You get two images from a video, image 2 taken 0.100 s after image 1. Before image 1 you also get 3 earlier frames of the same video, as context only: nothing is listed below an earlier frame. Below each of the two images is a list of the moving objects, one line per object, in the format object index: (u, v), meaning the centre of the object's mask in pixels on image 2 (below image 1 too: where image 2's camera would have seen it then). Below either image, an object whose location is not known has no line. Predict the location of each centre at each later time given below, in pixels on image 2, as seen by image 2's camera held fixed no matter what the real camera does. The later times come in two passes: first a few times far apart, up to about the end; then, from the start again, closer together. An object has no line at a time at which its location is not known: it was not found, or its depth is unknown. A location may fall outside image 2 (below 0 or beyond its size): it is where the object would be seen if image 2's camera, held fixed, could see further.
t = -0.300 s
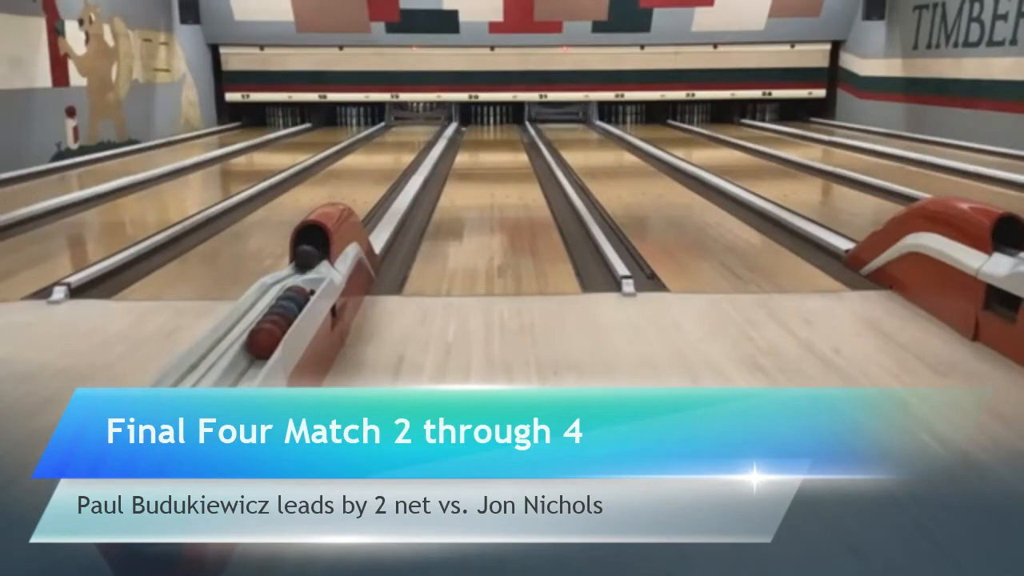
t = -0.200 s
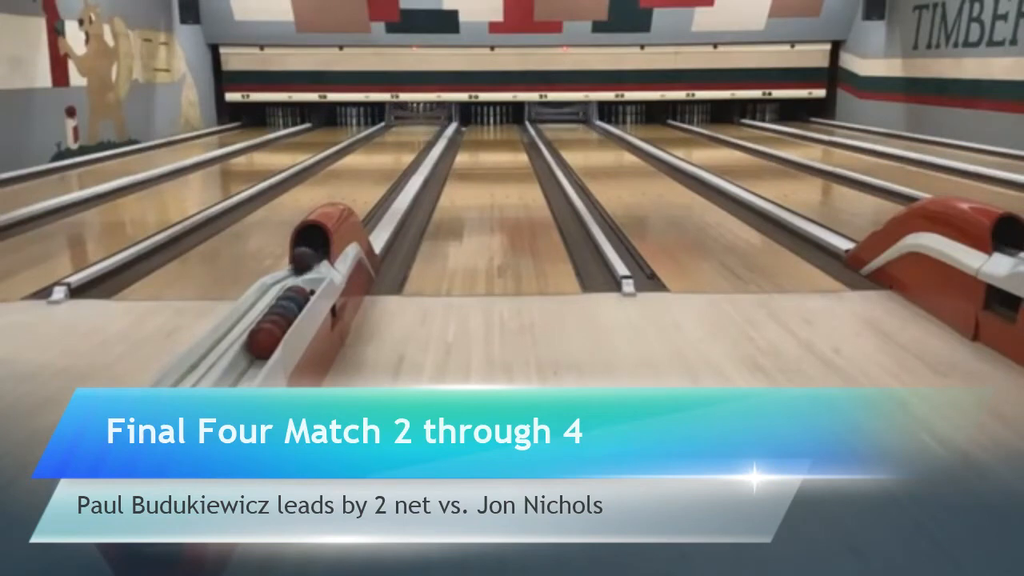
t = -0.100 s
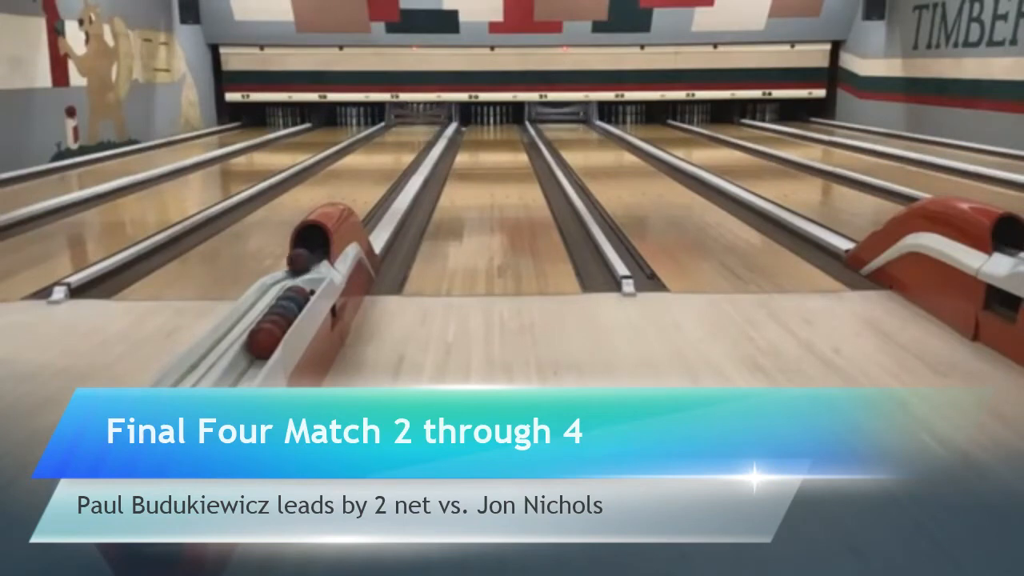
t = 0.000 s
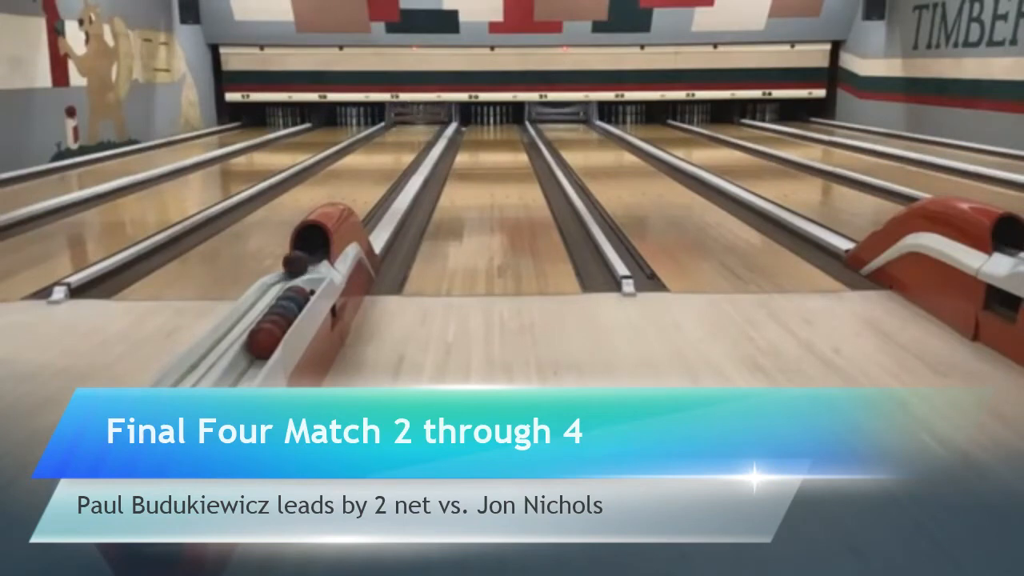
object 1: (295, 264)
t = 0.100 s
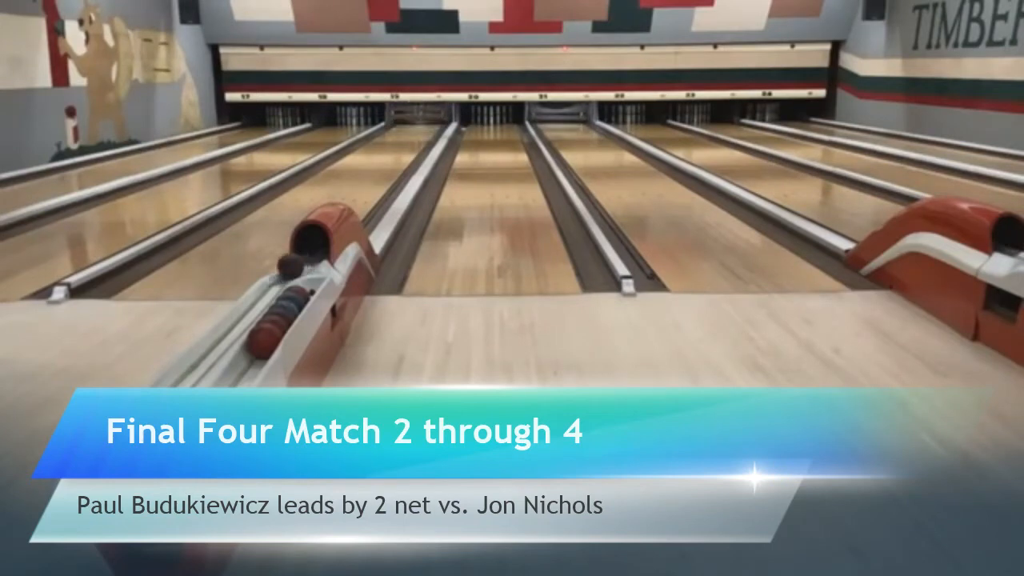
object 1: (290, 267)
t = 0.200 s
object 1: (284, 269)
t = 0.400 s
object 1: (274, 275)
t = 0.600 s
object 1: (269, 281)
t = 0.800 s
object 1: (263, 287)
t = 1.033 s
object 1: (256, 295)
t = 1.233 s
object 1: (248, 303)
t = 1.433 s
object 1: (239, 312)
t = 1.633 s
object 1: (230, 321)
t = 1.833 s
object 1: (219, 331)
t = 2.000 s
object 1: (210, 340)
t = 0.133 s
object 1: (288, 267)
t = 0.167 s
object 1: (286, 268)
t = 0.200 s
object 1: (284, 269)
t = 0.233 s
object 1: (282, 270)
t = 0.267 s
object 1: (280, 271)
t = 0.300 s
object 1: (278, 272)
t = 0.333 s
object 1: (277, 273)
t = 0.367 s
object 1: (275, 274)
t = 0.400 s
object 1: (274, 275)
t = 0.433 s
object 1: (273, 276)
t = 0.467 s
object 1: (272, 277)
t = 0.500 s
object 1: (271, 278)
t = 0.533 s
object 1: (270, 278)
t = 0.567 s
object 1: (270, 280)
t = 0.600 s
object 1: (269, 281)
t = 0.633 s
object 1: (268, 282)
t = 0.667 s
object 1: (267, 283)
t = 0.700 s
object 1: (266, 284)
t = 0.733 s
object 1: (265, 285)
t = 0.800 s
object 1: (263, 287)
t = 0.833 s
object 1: (262, 288)
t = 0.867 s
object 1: (261, 289)
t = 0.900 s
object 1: (260, 290)
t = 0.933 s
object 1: (259, 292)
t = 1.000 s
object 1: (257, 294)
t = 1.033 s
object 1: (256, 295)
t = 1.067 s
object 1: (255, 296)
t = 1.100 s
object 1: (253, 298)
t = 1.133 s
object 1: (252, 299)
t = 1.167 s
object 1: (250, 300)
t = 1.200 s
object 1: (249, 302)
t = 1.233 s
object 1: (248, 303)
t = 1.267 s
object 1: (246, 305)
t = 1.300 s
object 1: (245, 306)
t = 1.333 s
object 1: (243, 307)
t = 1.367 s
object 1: (242, 309)
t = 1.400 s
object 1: (241, 310)
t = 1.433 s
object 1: (239, 312)
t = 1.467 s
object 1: (237, 313)
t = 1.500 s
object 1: (236, 314)
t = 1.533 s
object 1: (234, 316)
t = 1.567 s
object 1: (233, 318)
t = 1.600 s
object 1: (231, 319)
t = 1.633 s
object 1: (230, 321)
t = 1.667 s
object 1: (228, 323)
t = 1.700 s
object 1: (226, 324)
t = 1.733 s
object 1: (224, 326)
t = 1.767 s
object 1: (223, 327)
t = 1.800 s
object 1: (221, 329)
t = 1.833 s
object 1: (219, 331)
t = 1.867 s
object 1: (217, 333)
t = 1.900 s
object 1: (215, 335)
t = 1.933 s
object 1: (214, 336)
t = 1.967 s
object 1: (212, 338)
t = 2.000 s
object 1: (210, 340)
